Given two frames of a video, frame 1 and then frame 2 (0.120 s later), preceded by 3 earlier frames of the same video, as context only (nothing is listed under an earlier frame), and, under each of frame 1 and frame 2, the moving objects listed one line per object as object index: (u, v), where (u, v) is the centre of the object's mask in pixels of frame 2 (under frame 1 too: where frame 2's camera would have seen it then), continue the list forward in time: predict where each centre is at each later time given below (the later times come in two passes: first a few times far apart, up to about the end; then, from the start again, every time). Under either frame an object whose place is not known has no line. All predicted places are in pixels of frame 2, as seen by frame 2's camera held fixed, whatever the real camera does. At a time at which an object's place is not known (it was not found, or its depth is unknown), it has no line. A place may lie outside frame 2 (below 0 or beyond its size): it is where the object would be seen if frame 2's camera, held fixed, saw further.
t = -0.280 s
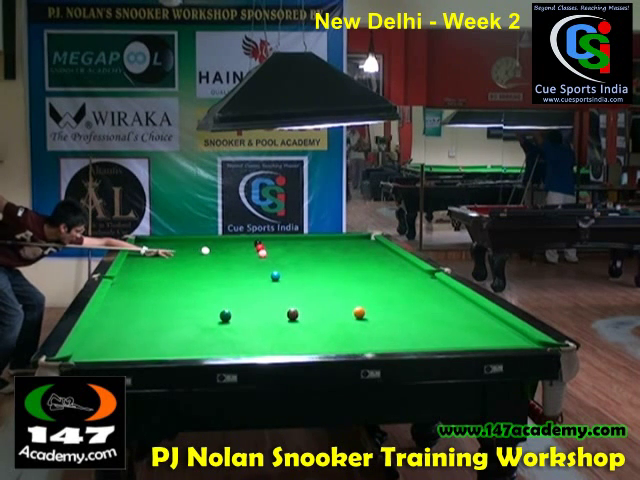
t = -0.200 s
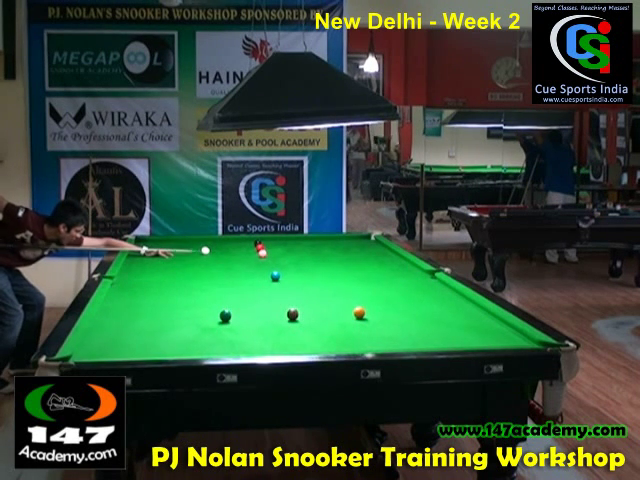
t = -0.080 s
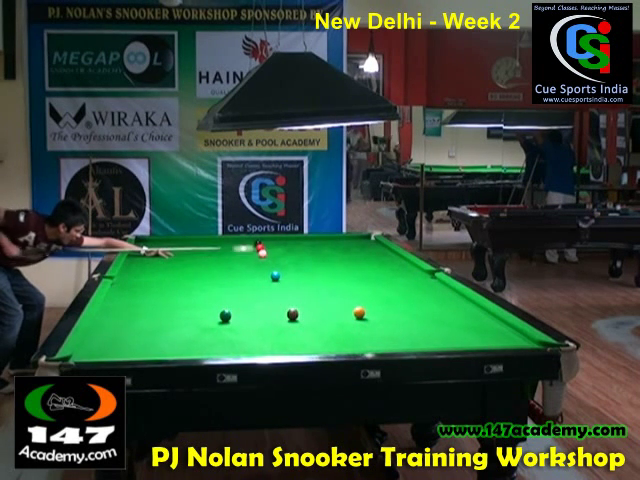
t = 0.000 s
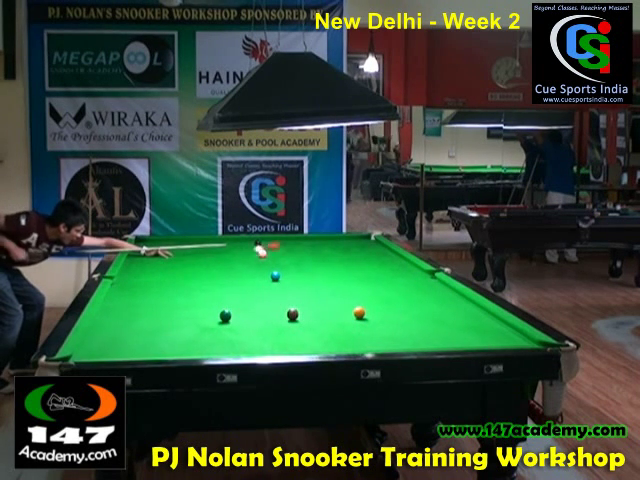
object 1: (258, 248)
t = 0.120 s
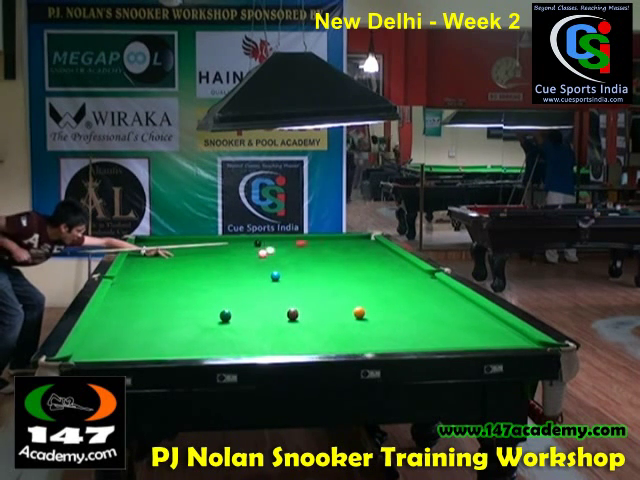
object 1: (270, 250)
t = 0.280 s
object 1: (285, 251)
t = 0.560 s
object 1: (311, 254)
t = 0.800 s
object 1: (335, 256)
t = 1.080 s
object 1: (362, 259)
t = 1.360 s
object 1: (389, 262)
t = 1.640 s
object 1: (410, 265)
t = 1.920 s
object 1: (401, 268)
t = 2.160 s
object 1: (394, 271)
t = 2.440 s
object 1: (385, 274)
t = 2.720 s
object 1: (377, 277)
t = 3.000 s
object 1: (369, 280)
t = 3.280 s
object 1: (361, 283)
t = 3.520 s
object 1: (354, 285)
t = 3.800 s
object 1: (348, 288)
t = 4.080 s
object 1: (341, 291)
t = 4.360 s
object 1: (335, 293)
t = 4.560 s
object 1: (331, 295)
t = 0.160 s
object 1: (273, 250)
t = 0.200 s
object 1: (277, 250)
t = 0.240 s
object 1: (281, 250)
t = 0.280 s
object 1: (285, 251)
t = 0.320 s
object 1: (289, 252)
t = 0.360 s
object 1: (292, 252)
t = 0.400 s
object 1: (296, 252)
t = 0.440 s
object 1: (300, 253)
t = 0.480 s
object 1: (304, 253)
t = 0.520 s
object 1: (308, 254)
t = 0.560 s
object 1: (311, 254)
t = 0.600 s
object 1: (315, 254)
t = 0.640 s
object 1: (319, 255)
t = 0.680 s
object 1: (323, 255)
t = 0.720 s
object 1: (327, 256)
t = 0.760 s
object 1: (331, 256)
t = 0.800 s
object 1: (335, 256)
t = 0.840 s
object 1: (338, 257)
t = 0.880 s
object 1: (342, 257)
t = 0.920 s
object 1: (346, 258)
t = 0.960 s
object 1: (350, 258)
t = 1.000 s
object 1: (354, 258)
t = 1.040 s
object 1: (358, 259)
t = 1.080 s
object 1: (362, 259)
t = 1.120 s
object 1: (366, 260)
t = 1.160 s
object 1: (370, 260)
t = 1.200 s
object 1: (374, 260)
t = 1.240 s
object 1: (377, 261)
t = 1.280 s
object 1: (381, 261)
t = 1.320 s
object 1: (385, 262)
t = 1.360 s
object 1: (389, 262)
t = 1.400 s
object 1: (393, 262)
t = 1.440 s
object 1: (397, 263)
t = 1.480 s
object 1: (401, 263)
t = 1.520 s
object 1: (404, 264)
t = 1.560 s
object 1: (408, 264)
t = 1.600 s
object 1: (411, 264)
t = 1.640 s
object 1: (410, 265)
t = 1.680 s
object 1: (409, 265)
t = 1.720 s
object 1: (408, 266)
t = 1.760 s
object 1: (407, 266)
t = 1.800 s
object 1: (405, 266)
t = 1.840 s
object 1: (404, 267)
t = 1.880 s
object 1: (402, 267)
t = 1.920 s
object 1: (401, 268)
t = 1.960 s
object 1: (400, 268)
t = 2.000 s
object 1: (399, 269)
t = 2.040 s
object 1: (398, 269)
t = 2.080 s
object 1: (396, 270)
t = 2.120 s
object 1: (395, 270)
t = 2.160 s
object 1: (394, 271)
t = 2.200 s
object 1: (392, 271)
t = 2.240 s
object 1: (391, 271)
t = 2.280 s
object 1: (390, 272)
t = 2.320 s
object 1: (389, 272)
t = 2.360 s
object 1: (388, 273)
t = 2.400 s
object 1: (387, 273)
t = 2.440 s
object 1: (385, 274)
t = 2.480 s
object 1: (384, 274)
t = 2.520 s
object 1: (383, 275)
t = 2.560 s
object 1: (381, 275)
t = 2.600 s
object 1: (380, 276)
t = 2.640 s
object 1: (379, 276)
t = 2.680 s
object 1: (378, 277)
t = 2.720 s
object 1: (377, 277)
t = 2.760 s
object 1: (376, 278)
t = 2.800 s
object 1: (374, 278)
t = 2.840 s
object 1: (373, 278)
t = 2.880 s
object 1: (372, 279)
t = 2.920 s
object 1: (371, 279)
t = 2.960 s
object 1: (370, 280)
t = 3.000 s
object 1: (369, 280)
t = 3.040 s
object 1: (368, 280)
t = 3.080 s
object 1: (367, 281)
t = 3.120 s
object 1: (365, 281)
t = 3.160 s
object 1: (364, 282)
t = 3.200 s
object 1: (363, 282)
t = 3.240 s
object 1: (362, 283)
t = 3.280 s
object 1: (361, 283)
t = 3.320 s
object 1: (360, 283)
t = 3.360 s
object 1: (359, 284)
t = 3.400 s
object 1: (358, 284)
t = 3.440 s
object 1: (357, 285)
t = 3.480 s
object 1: (356, 285)
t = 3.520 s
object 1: (354, 285)
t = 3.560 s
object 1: (353, 286)
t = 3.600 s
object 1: (352, 286)
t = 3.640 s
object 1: (351, 287)
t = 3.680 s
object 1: (350, 287)
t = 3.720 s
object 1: (350, 287)
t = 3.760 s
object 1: (348, 288)
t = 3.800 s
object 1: (348, 288)
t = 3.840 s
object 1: (347, 289)
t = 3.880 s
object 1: (346, 289)
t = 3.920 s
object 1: (345, 289)
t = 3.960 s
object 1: (344, 290)
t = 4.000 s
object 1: (343, 290)
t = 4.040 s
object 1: (342, 291)
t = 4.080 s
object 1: (341, 291)
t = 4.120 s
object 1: (340, 291)
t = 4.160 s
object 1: (340, 292)
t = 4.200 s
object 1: (339, 292)
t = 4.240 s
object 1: (338, 292)
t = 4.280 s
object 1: (337, 293)
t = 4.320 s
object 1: (336, 293)
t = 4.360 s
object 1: (335, 293)
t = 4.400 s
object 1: (335, 294)
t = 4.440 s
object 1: (334, 294)
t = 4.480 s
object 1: (333, 294)
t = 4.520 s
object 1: (332, 295)
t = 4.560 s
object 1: (331, 295)
